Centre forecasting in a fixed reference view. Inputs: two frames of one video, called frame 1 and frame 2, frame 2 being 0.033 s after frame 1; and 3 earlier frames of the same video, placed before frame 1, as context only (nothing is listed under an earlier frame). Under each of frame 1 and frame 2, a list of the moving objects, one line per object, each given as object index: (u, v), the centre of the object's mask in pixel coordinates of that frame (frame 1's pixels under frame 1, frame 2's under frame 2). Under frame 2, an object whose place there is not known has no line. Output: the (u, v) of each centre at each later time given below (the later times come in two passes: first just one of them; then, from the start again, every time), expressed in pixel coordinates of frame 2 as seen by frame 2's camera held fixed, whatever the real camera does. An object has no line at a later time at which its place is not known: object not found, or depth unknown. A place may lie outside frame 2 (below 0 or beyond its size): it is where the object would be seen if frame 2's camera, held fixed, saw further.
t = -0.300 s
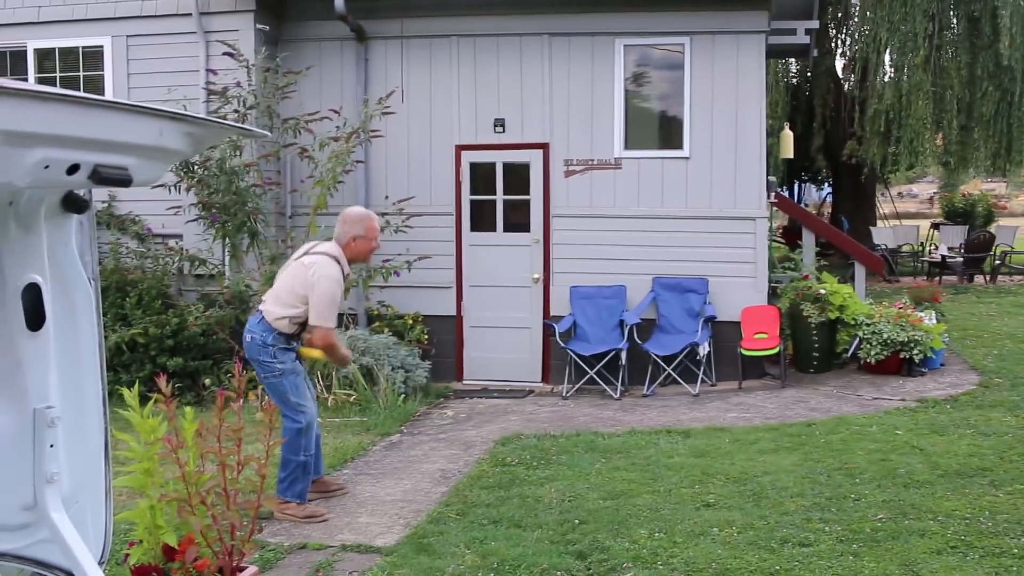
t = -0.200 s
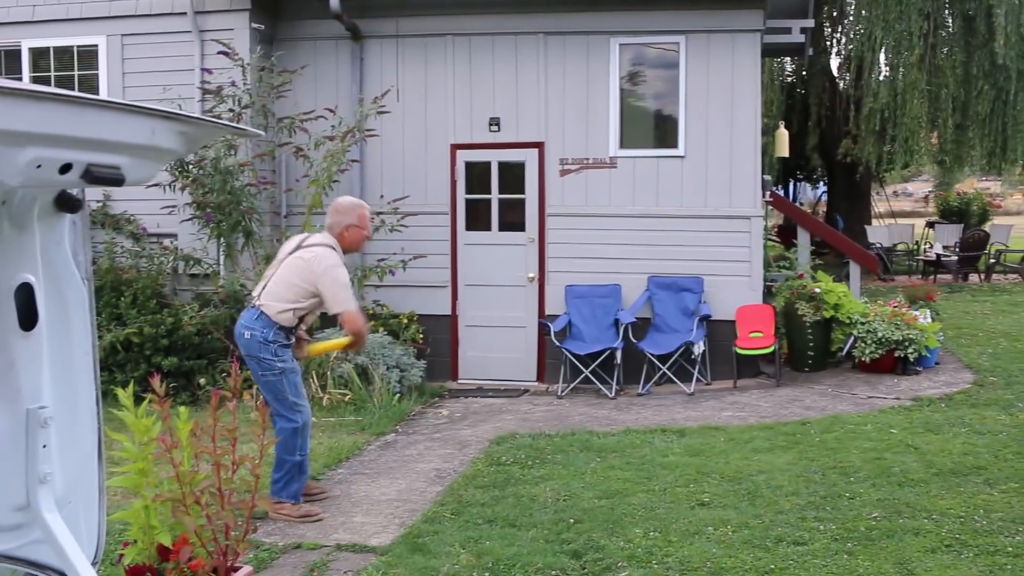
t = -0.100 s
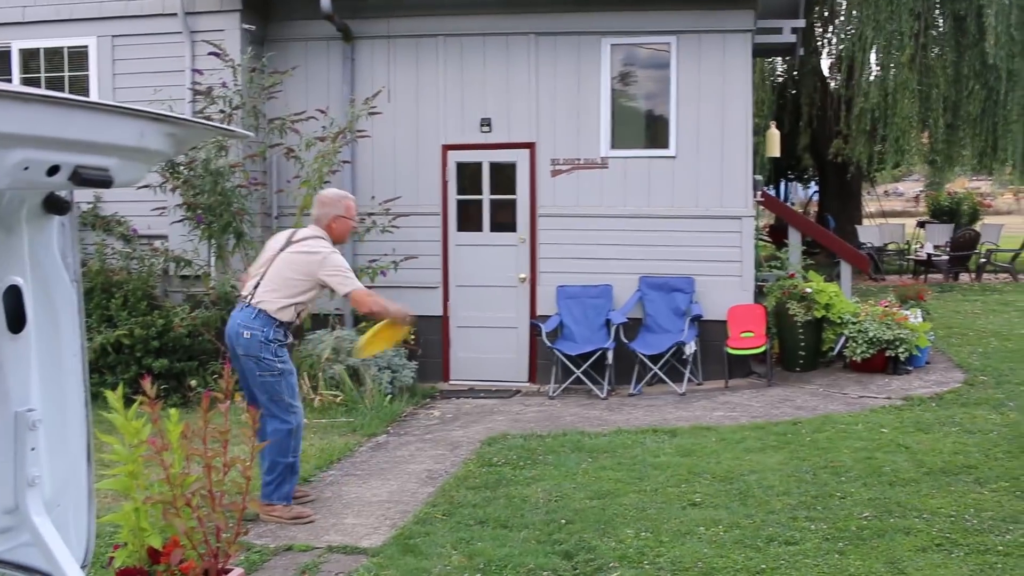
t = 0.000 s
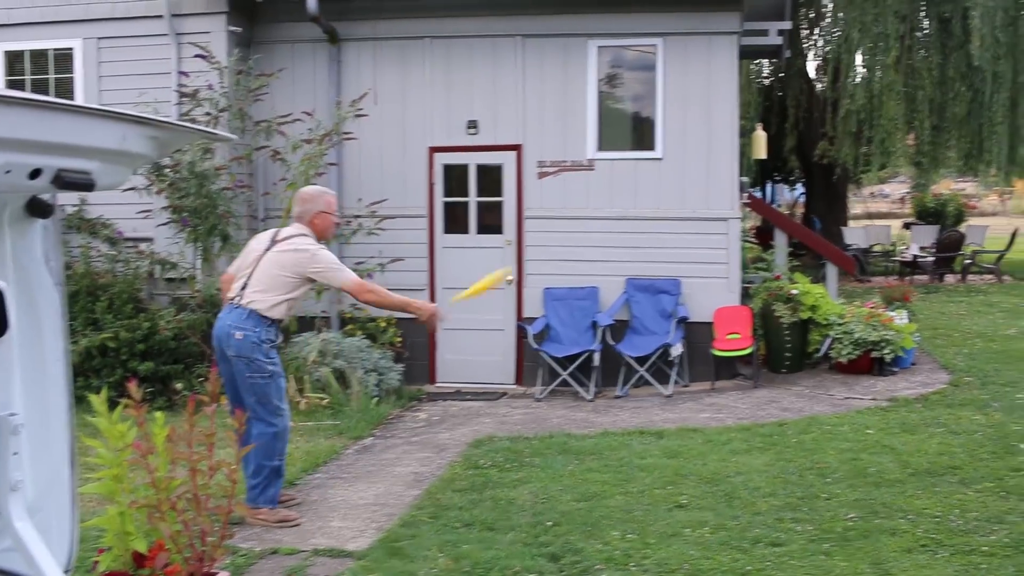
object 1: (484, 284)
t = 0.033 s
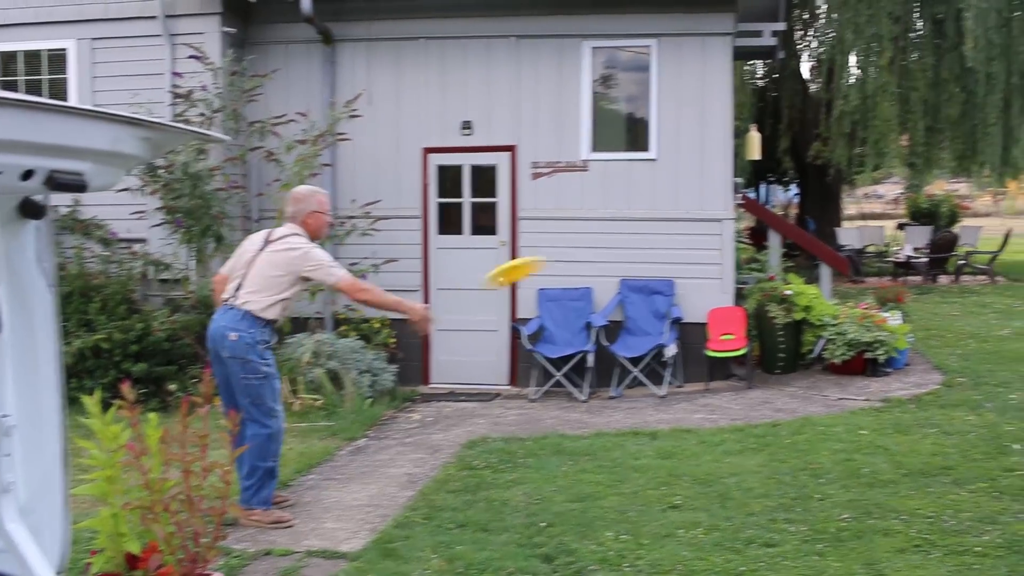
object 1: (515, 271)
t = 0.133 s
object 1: (628, 232)
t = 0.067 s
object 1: (552, 256)
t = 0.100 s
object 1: (590, 244)
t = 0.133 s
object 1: (628, 232)
